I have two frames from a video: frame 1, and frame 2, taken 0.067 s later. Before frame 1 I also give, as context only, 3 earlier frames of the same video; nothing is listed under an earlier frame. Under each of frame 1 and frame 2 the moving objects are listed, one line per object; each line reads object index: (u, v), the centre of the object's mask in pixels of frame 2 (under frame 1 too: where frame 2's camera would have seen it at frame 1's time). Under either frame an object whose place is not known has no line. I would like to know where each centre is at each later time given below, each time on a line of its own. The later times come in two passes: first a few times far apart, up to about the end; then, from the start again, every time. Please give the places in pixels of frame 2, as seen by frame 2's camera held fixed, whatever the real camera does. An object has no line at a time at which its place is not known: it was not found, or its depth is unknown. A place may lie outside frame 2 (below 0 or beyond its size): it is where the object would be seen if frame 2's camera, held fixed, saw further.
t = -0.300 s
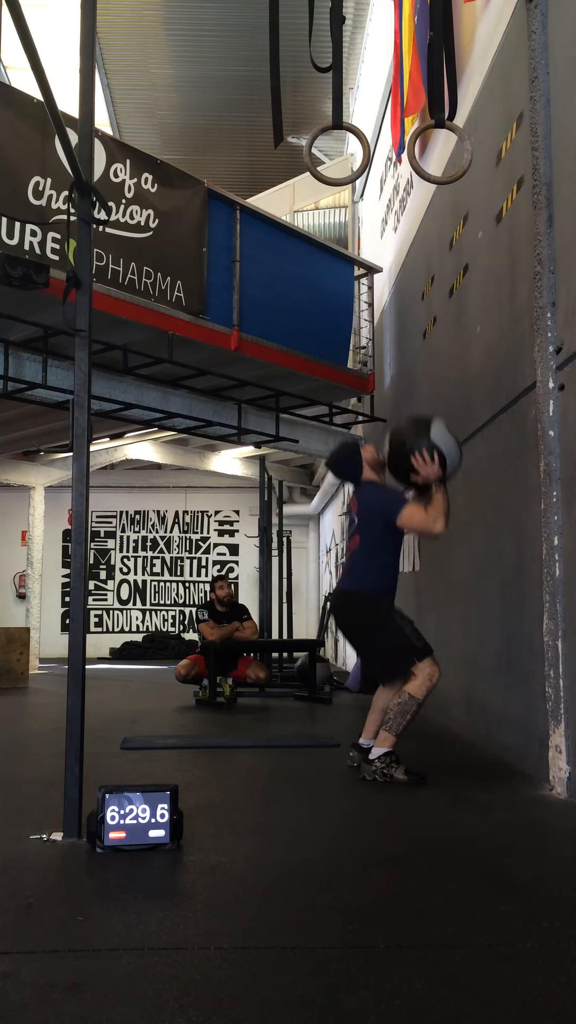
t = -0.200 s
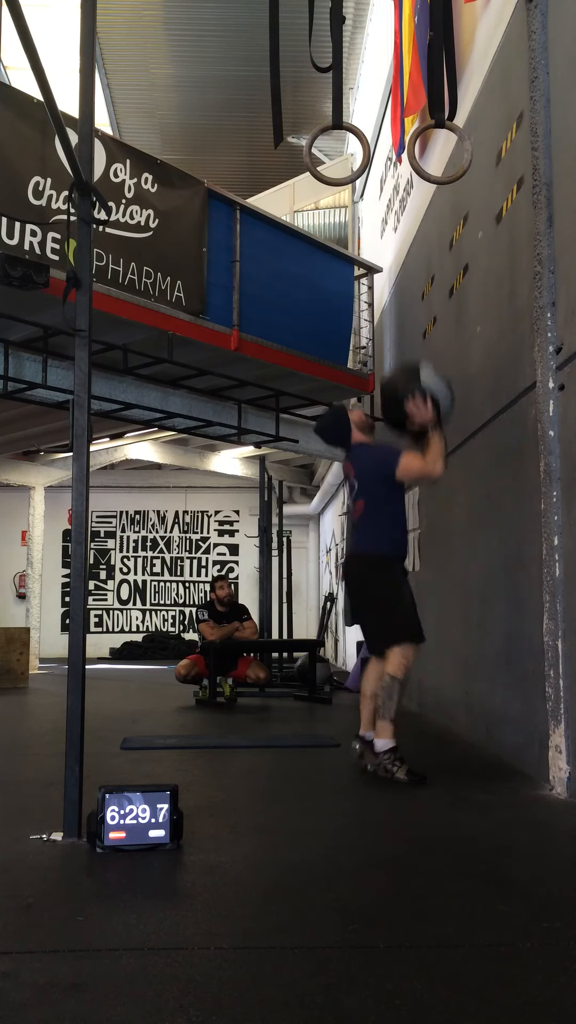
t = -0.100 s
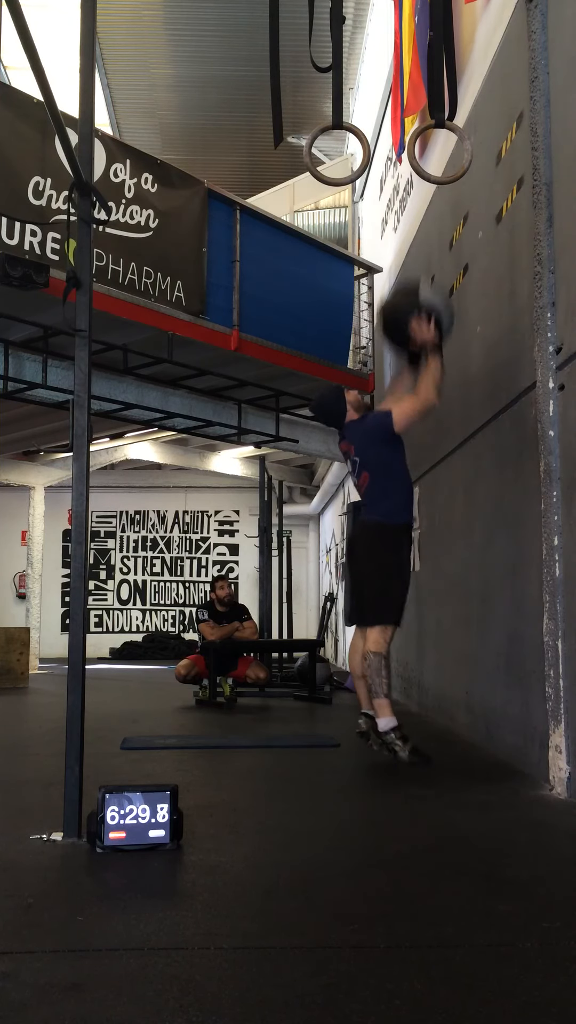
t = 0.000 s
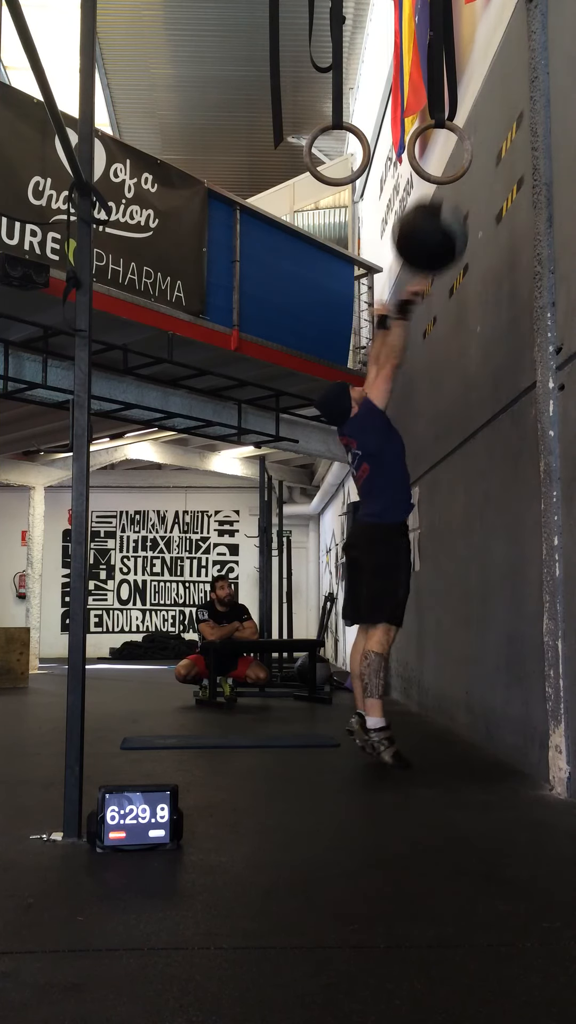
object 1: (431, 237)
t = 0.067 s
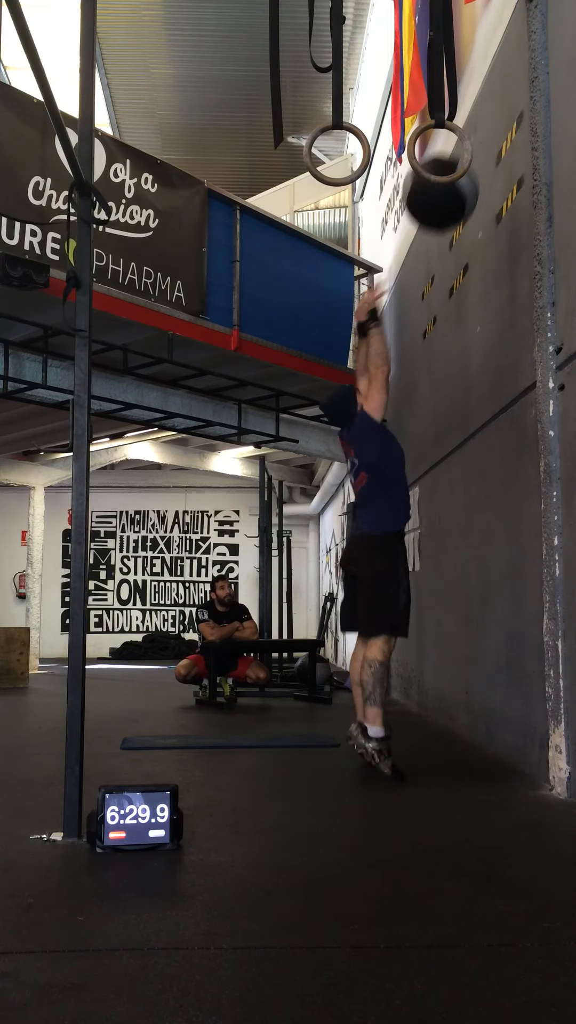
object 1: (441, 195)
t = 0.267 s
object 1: (478, 115)
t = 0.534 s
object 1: (464, 128)
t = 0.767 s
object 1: (441, 249)
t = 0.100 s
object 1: (446, 175)
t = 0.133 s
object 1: (453, 159)
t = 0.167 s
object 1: (459, 145)
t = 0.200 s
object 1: (466, 134)
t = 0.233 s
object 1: (471, 123)
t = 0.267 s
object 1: (478, 115)
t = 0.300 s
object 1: (482, 108)
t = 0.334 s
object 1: (482, 105)
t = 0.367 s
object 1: (479, 103)
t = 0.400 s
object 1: (478, 102)
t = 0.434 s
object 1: (475, 106)
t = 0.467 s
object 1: (476, 107)
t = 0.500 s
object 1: (469, 118)
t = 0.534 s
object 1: (464, 128)
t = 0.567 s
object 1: (459, 140)
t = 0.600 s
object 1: (454, 152)
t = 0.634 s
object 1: (450, 164)
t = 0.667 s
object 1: (449, 185)
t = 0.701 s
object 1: (446, 207)
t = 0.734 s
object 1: (443, 225)
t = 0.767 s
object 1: (441, 249)
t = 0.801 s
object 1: (438, 277)
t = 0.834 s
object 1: (435, 307)
